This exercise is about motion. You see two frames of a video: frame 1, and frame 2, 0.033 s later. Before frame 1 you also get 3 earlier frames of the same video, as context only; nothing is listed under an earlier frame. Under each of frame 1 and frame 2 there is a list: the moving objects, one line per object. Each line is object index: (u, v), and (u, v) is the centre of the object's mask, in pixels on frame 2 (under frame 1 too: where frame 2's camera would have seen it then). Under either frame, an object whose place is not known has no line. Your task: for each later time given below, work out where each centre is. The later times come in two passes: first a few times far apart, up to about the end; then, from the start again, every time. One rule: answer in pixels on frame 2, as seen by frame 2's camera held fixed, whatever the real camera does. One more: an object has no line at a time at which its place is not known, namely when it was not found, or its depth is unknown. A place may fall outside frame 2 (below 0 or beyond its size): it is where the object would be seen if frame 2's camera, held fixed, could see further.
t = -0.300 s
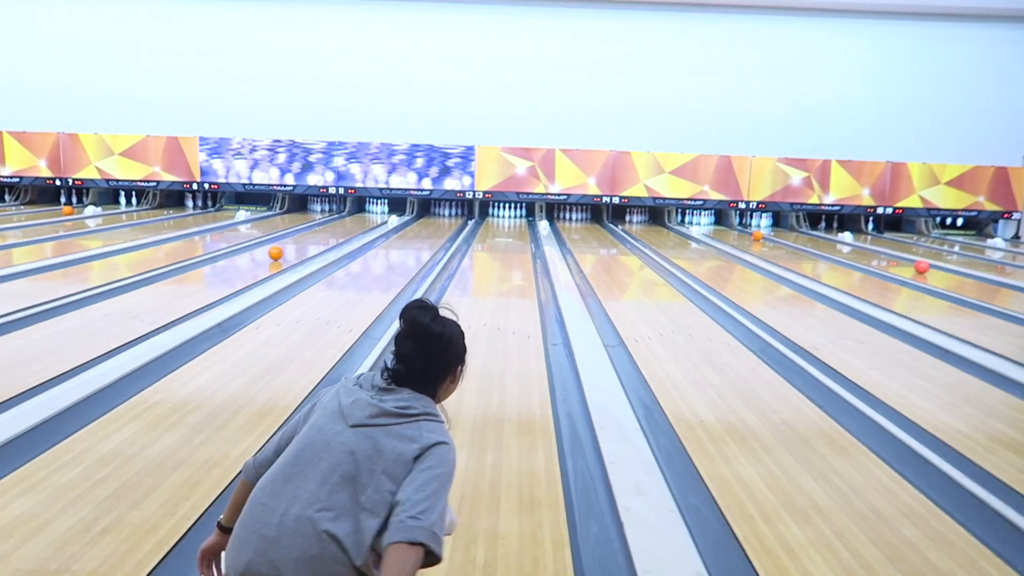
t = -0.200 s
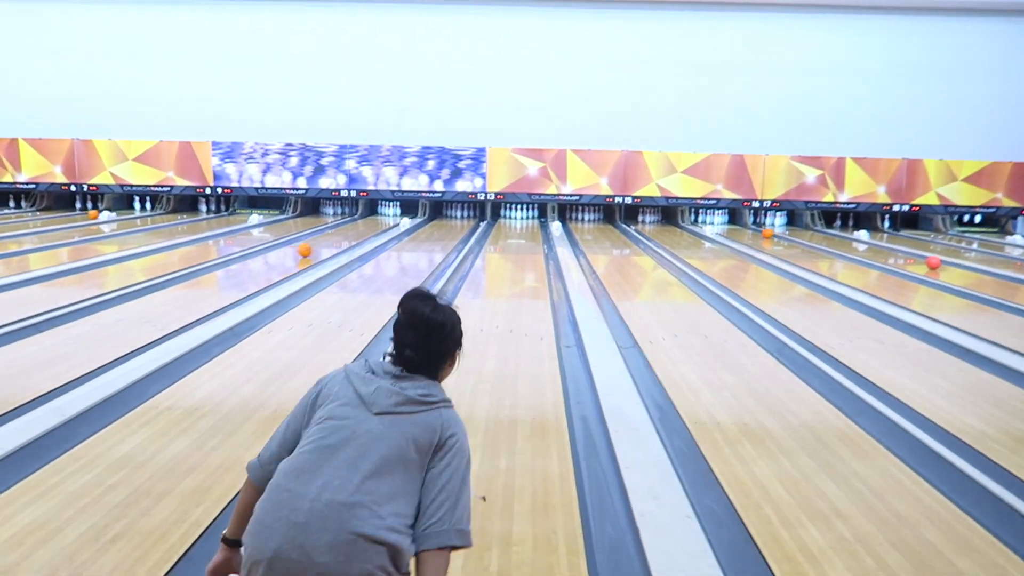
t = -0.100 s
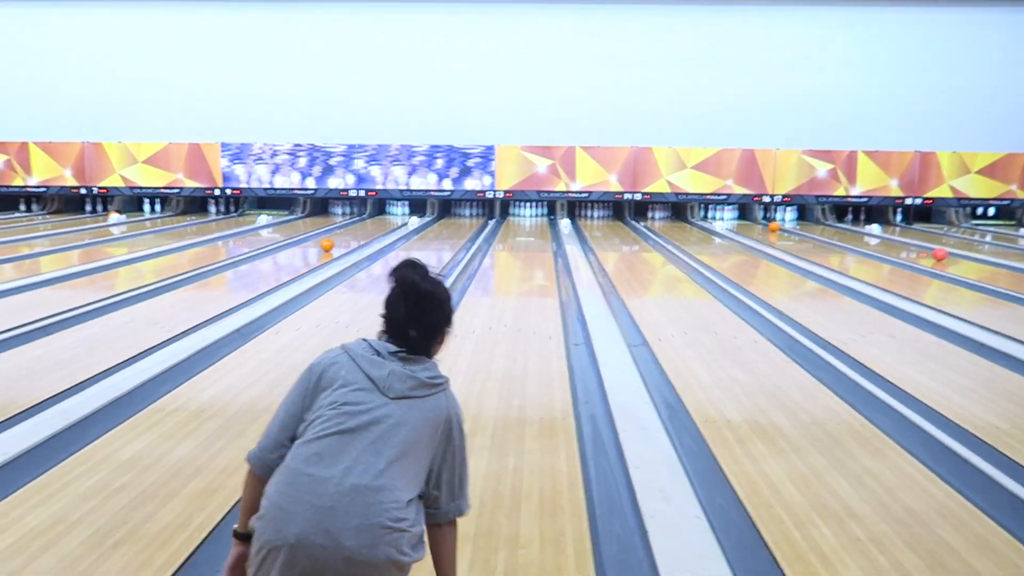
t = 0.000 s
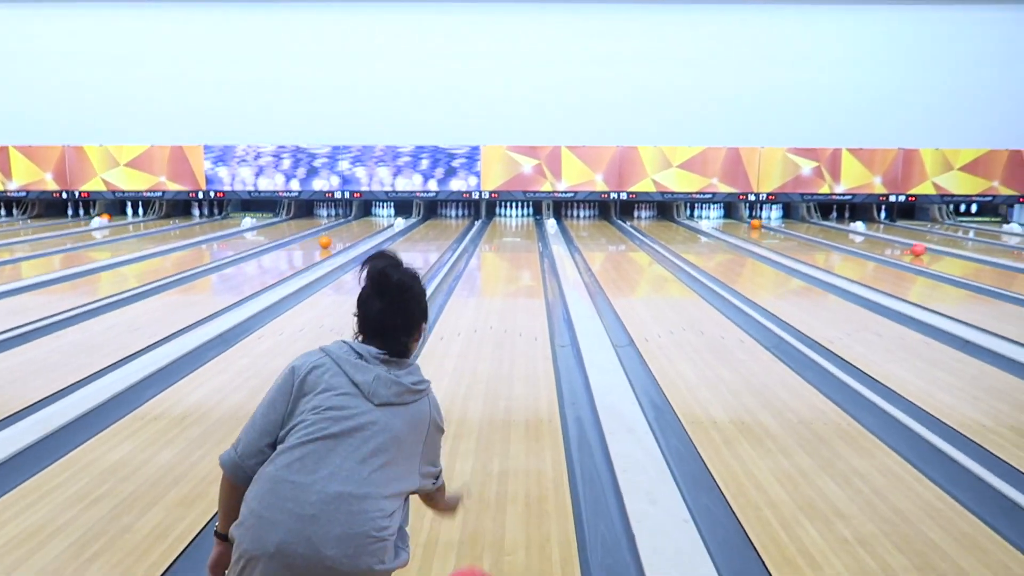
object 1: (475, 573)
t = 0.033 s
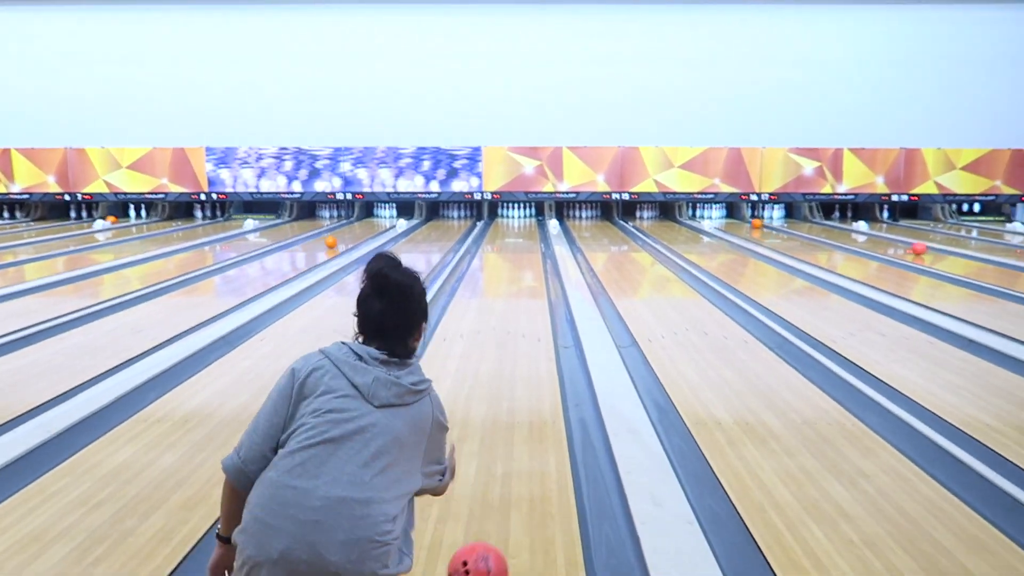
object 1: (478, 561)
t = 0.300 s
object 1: (498, 436)
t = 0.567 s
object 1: (509, 365)
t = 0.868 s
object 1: (514, 320)
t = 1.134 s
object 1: (517, 294)
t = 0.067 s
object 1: (481, 547)
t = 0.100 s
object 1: (484, 530)
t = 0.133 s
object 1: (487, 510)
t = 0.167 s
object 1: (490, 493)
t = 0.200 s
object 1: (492, 476)
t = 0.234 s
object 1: (494, 462)
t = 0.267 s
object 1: (496, 448)
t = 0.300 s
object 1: (498, 436)
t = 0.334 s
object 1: (500, 424)
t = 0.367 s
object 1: (501, 414)
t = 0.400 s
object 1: (503, 404)
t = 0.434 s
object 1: (504, 395)
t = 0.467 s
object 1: (505, 387)
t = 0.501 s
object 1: (506, 379)
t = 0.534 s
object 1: (507, 372)
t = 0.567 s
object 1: (509, 365)
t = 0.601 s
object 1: (509, 359)
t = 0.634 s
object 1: (510, 353)
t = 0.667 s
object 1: (511, 347)
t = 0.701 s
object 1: (512, 342)
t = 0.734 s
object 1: (512, 337)
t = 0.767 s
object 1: (513, 333)
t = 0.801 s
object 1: (514, 328)
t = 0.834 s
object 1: (514, 324)
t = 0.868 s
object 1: (514, 320)
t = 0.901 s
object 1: (515, 316)
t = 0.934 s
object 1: (515, 312)
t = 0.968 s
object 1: (516, 309)
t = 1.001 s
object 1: (516, 306)
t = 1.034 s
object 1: (516, 303)
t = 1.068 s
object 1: (517, 300)
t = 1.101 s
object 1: (517, 297)
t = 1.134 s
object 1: (517, 294)
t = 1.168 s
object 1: (517, 292)
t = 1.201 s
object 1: (518, 289)
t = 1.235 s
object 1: (518, 287)
